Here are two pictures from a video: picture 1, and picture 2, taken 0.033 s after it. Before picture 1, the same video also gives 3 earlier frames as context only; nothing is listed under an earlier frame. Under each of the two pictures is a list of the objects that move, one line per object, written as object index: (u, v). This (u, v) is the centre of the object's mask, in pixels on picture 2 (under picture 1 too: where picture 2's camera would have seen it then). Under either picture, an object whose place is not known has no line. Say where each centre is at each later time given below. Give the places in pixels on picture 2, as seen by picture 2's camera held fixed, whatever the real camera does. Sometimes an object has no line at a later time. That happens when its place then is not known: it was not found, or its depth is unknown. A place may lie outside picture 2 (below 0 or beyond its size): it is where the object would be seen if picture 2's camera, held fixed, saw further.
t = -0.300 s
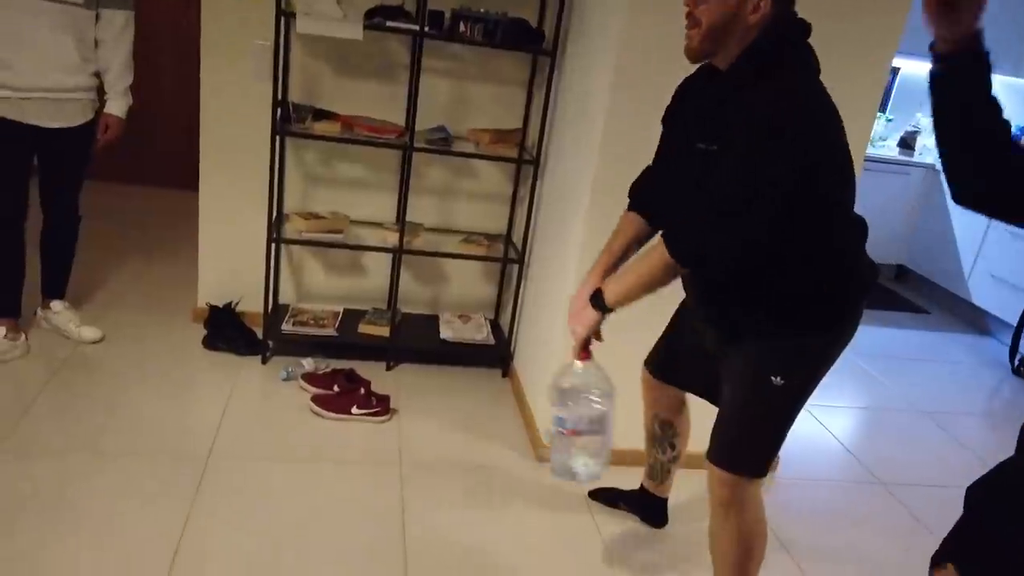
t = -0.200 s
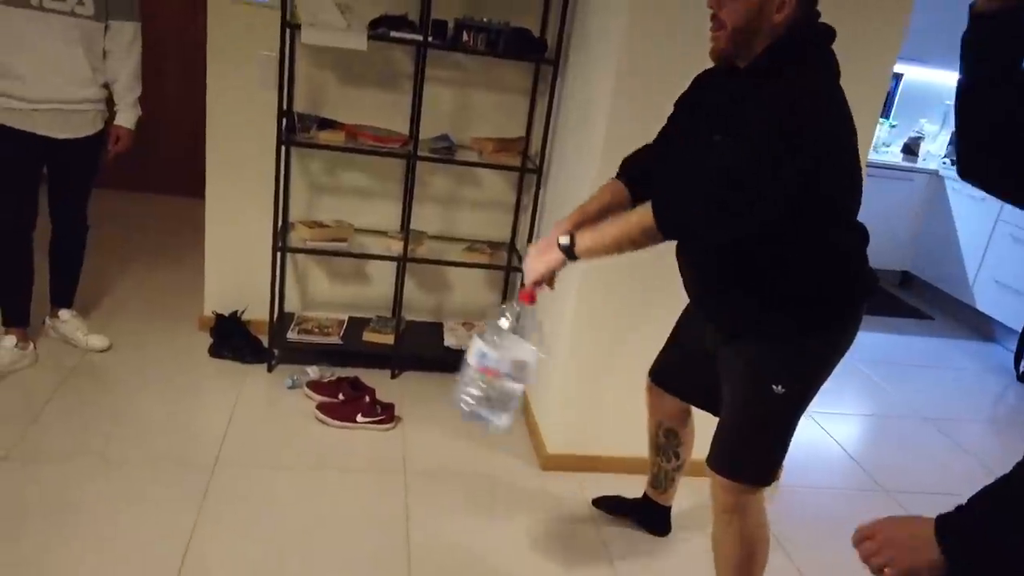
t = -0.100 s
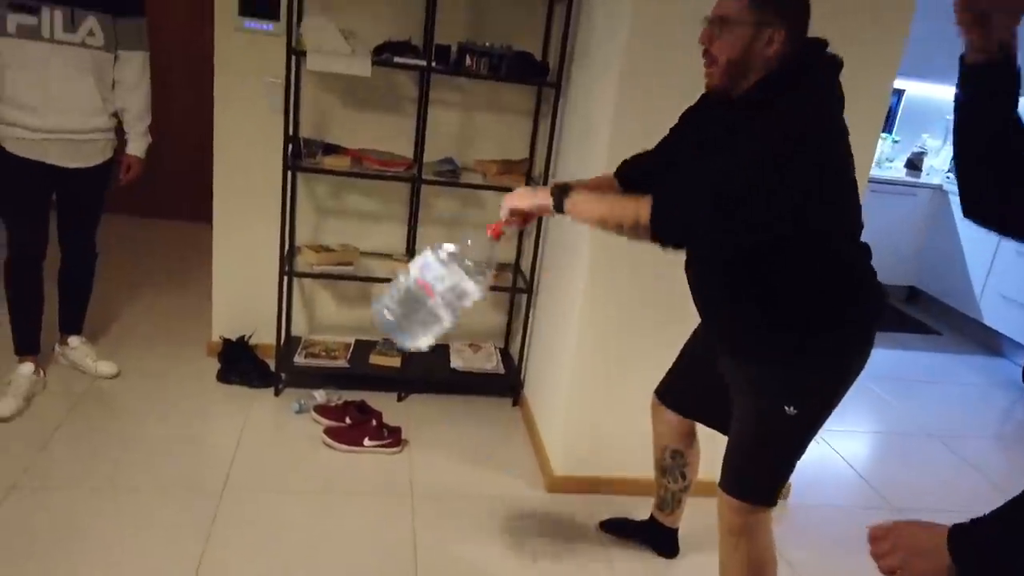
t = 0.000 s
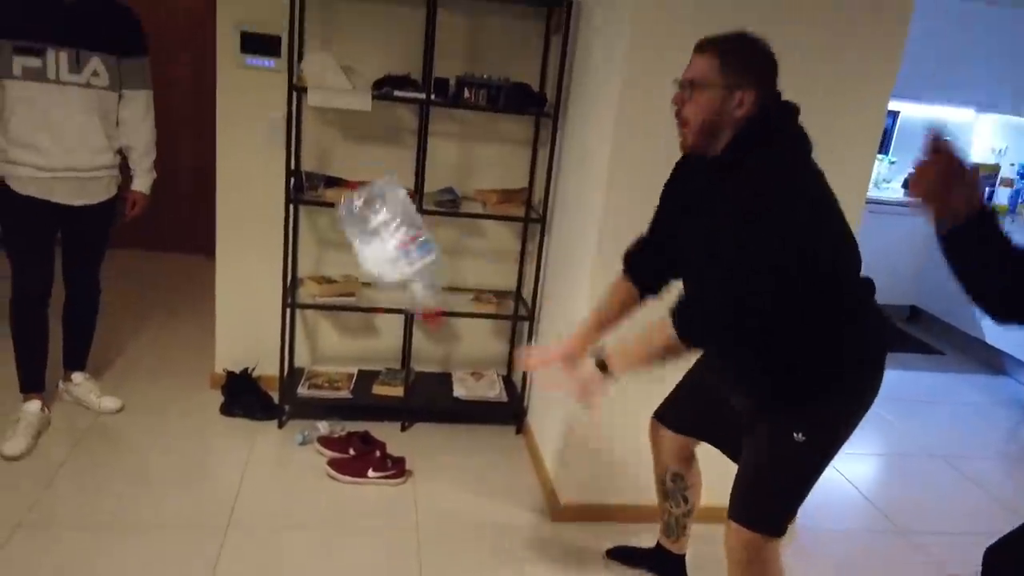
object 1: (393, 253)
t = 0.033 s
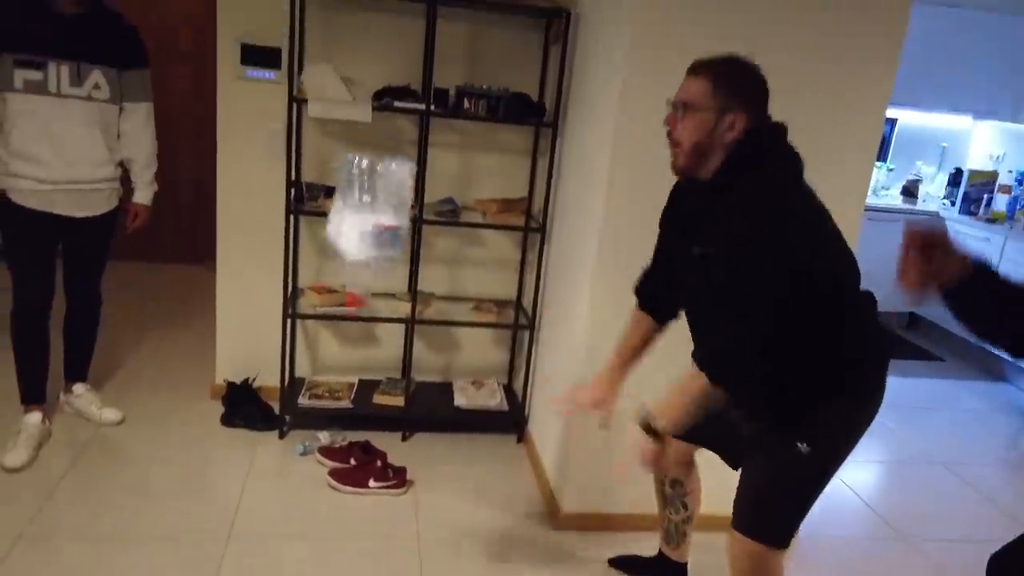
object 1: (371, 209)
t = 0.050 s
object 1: (358, 201)
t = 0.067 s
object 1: (348, 183)
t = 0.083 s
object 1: (343, 164)
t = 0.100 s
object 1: (337, 149)
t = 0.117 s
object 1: (332, 136)
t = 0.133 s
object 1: (327, 123)
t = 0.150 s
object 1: (322, 112)
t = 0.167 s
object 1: (317, 103)
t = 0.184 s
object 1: (312, 95)
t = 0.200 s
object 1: (305, 89)
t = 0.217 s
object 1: (300, 83)
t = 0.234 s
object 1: (294, 79)
